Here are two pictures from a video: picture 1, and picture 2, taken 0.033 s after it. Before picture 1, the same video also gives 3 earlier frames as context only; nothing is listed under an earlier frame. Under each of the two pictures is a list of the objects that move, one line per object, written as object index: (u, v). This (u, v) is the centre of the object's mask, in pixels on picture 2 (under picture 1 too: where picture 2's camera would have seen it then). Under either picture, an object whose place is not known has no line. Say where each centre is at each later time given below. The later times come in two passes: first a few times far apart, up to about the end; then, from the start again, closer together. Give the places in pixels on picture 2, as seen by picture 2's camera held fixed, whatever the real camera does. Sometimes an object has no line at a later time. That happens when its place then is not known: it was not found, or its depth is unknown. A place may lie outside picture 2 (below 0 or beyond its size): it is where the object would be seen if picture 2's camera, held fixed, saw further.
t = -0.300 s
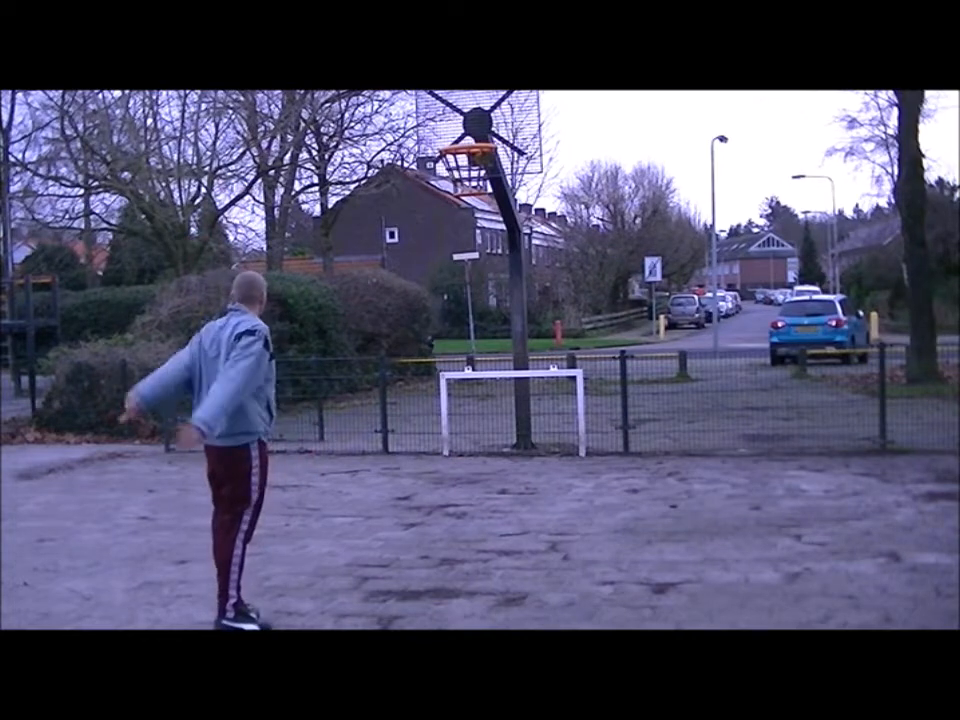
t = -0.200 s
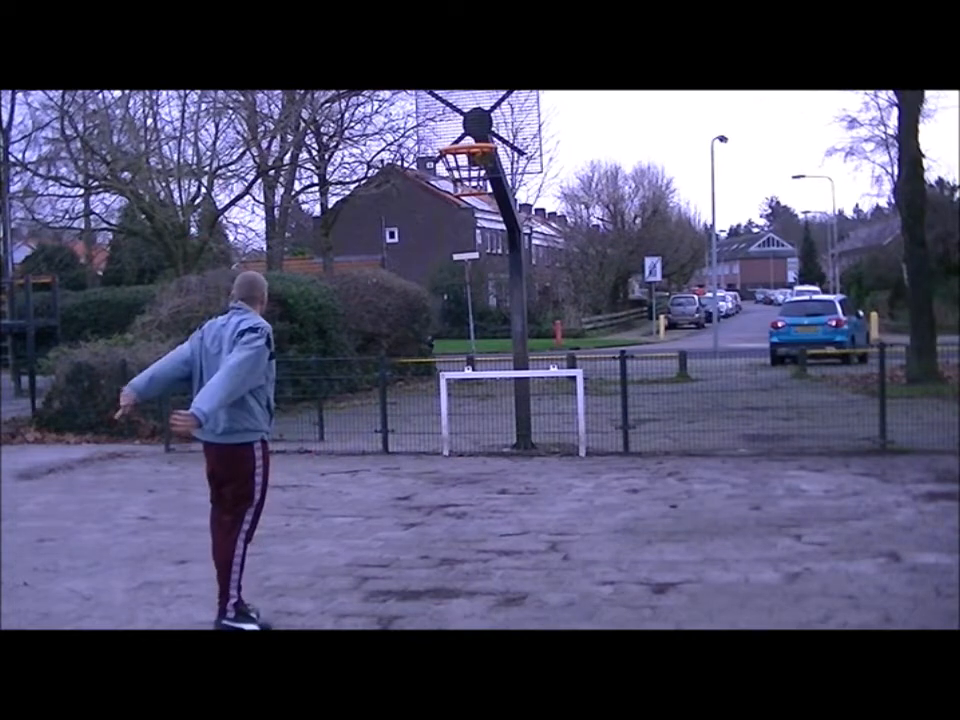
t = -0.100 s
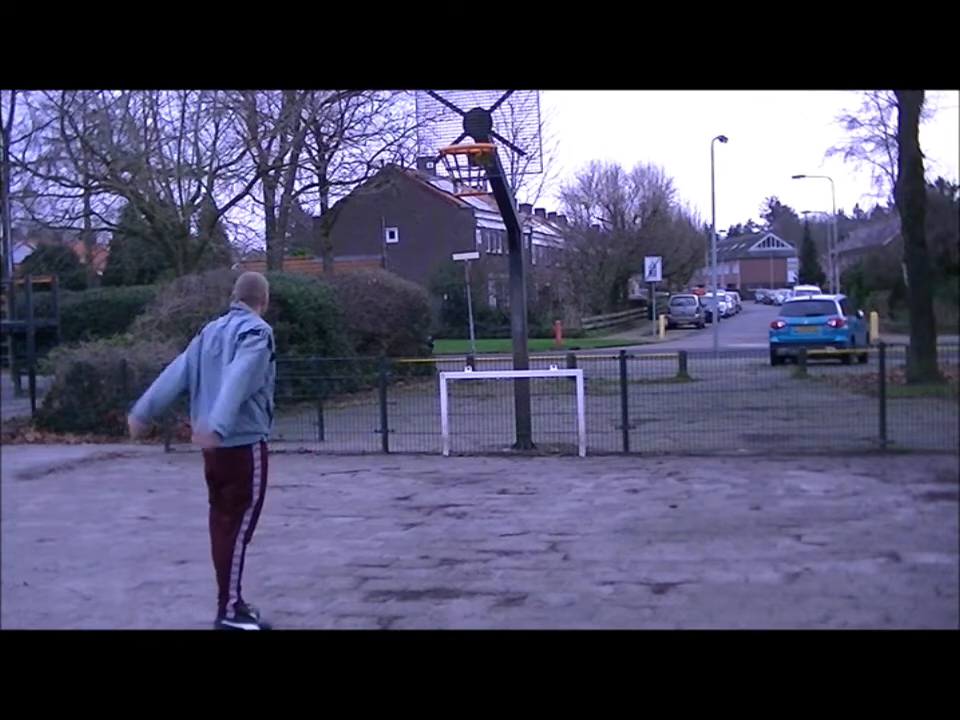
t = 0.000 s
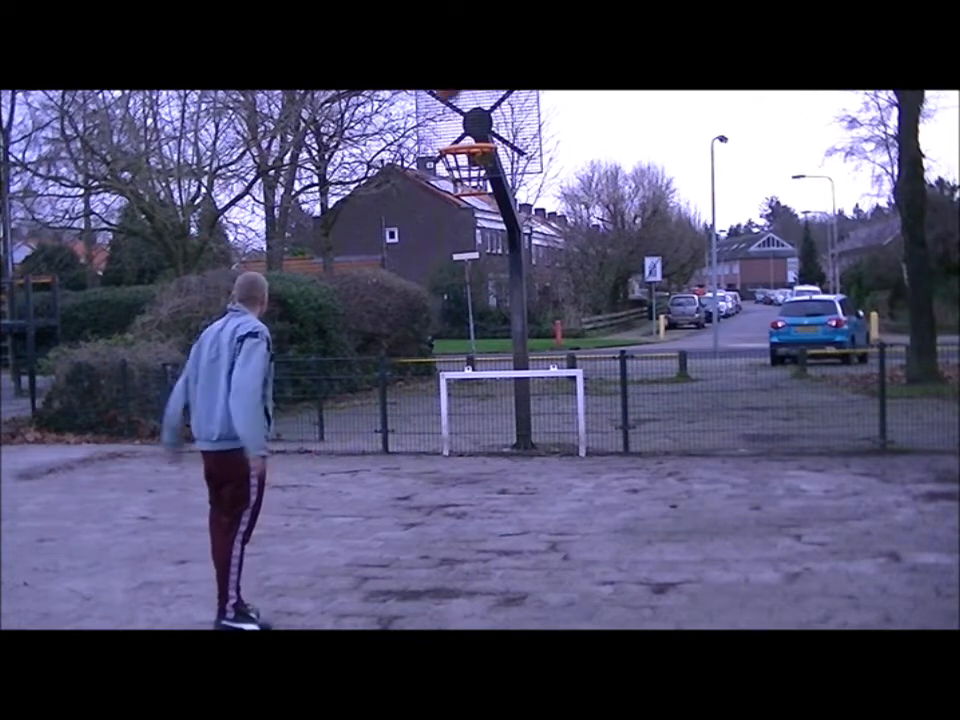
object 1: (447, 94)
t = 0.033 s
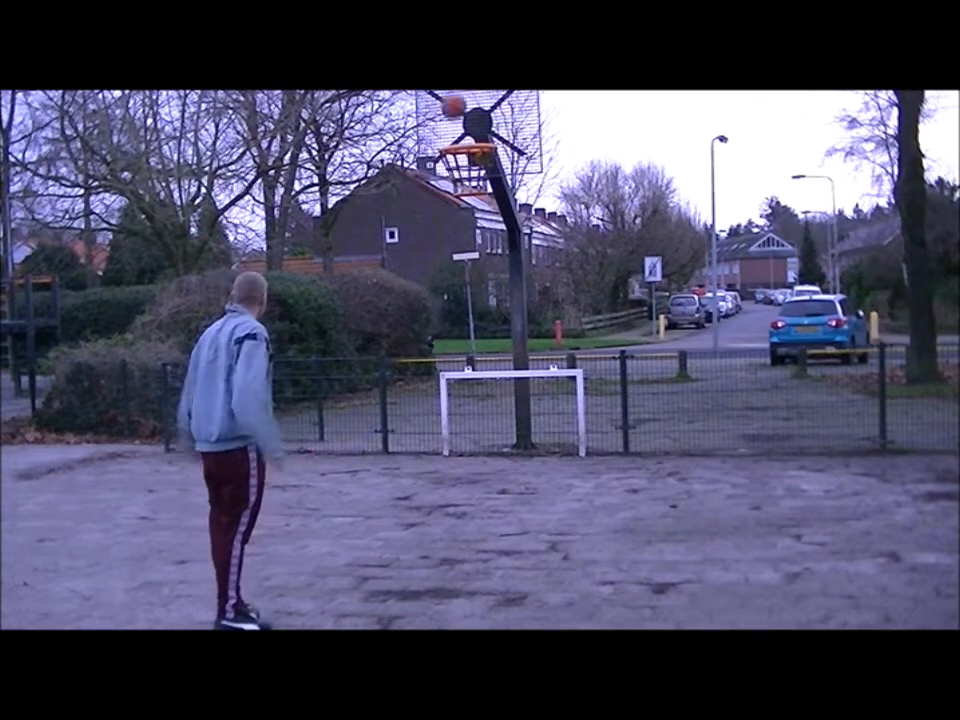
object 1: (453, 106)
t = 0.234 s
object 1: (472, 131)
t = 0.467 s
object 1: (468, 95)
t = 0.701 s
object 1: (464, 101)
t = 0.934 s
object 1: (468, 132)
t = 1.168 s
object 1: (471, 130)
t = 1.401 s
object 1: (466, 159)
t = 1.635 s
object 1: (469, 163)
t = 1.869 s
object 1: (470, 177)
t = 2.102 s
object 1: (471, 200)
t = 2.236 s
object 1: (474, 224)
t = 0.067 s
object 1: (459, 126)
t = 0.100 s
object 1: (461, 133)
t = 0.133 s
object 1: (465, 134)
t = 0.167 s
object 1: (468, 134)
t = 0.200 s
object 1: (470, 134)
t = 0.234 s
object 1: (472, 131)
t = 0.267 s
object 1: (474, 122)
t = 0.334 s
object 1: (473, 109)
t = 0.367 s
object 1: (470, 102)
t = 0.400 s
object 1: (470, 99)
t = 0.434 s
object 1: (469, 97)
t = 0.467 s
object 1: (468, 95)
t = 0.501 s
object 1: (468, 95)
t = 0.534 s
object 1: (467, 95)
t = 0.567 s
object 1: (466, 95)
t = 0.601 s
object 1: (466, 95)
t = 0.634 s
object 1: (465, 97)
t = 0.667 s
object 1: (464, 100)
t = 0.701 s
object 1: (464, 101)
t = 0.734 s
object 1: (462, 108)
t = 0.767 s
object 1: (462, 118)
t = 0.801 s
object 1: (461, 123)
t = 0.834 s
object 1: (462, 134)
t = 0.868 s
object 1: (464, 134)
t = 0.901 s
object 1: (466, 133)
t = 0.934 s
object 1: (468, 132)
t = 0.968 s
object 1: (471, 132)
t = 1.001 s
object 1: (472, 132)
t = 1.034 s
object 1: (474, 134)
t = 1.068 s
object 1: (474, 131)
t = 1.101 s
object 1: (473, 130)
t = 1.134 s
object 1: (472, 130)
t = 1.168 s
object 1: (471, 130)
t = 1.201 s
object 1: (470, 130)
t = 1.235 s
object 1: (468, 132)
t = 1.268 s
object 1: (467, 135)
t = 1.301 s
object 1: (467, 136)
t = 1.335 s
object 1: (465, 143)
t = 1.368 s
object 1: (466, 152)
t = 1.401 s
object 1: (466, 159)
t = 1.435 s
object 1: (470, 162)
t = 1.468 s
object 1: (469, 162)
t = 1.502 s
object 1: (469, 162)
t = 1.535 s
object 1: (470, 163)
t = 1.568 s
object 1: (471, 164)
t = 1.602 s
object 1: (470, 164)
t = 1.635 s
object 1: (469, 163)
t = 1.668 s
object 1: (468, 164)
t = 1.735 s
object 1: (463, 170)
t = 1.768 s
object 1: (465, 172)
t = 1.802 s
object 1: (466, 173)
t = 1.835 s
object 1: (469, 175)
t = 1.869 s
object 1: (470, 177)
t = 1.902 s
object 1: (470, 177)
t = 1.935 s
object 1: (470, 180)
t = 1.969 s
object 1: (469, 181)
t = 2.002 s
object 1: (469, 186)
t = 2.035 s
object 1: (469, 197)
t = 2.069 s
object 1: (470, 199)
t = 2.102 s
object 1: (471, 200)
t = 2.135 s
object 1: (472, 203)
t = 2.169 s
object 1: (473, 210)
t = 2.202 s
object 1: (473, 216)
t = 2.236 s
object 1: (474, 224)
